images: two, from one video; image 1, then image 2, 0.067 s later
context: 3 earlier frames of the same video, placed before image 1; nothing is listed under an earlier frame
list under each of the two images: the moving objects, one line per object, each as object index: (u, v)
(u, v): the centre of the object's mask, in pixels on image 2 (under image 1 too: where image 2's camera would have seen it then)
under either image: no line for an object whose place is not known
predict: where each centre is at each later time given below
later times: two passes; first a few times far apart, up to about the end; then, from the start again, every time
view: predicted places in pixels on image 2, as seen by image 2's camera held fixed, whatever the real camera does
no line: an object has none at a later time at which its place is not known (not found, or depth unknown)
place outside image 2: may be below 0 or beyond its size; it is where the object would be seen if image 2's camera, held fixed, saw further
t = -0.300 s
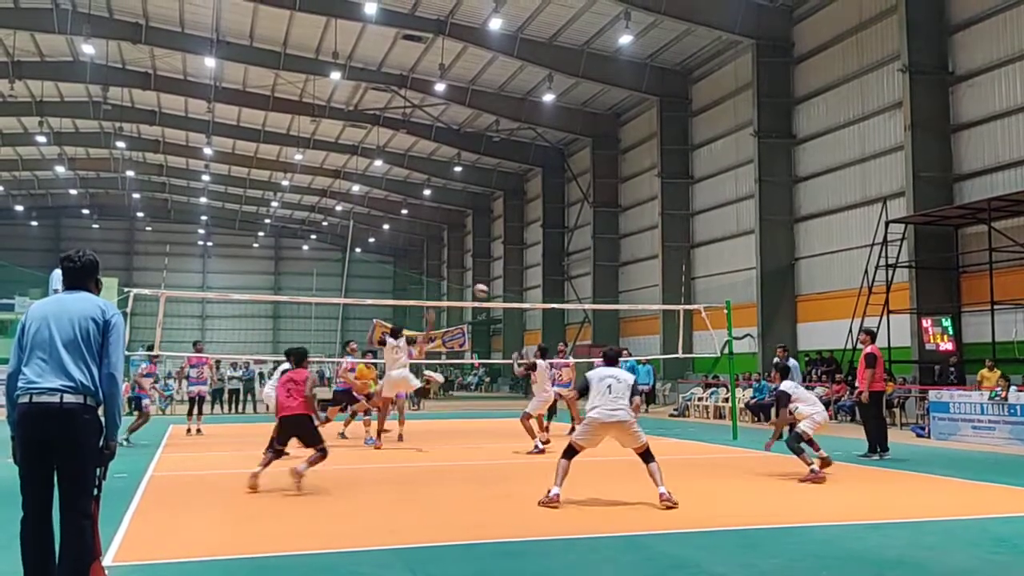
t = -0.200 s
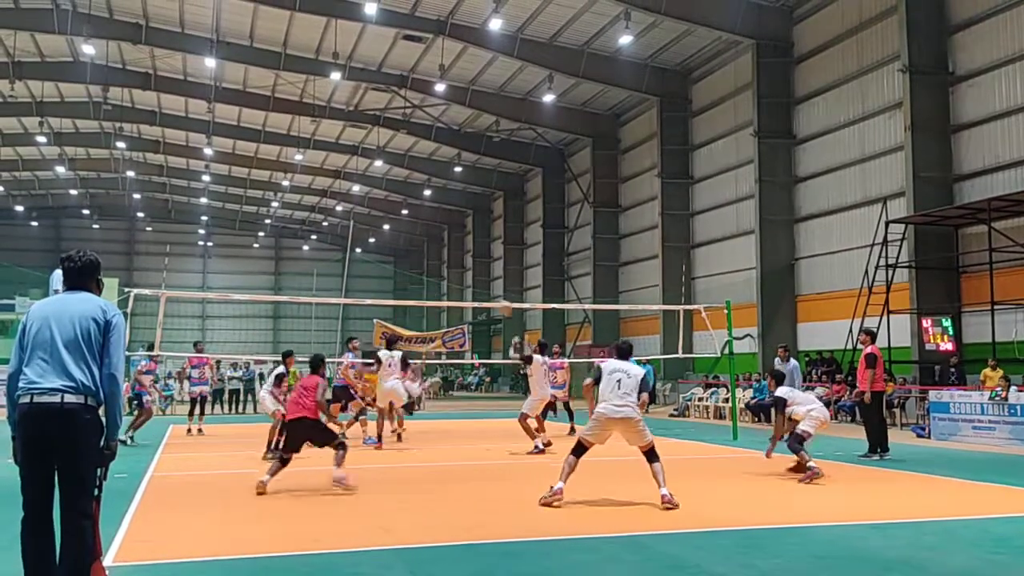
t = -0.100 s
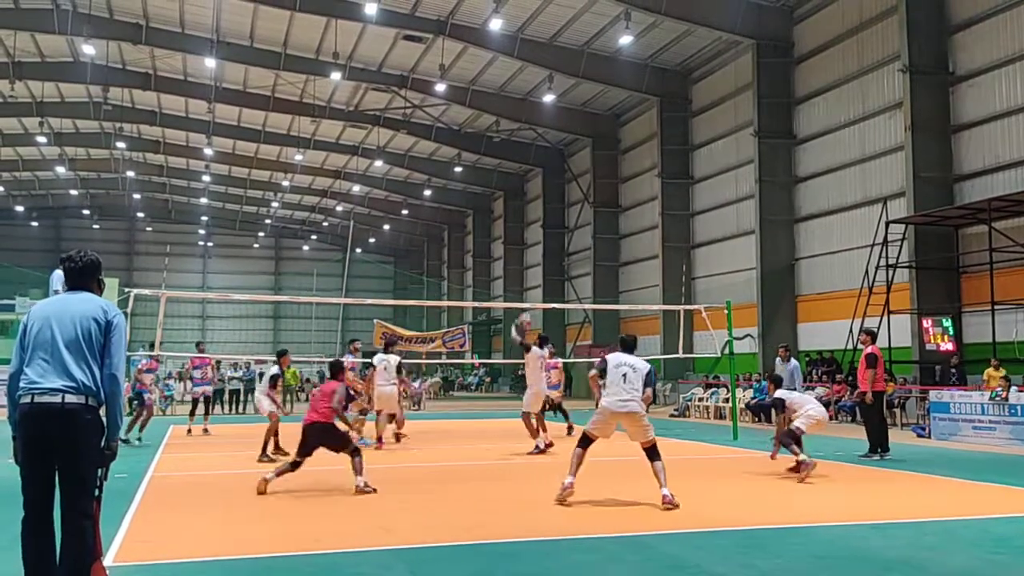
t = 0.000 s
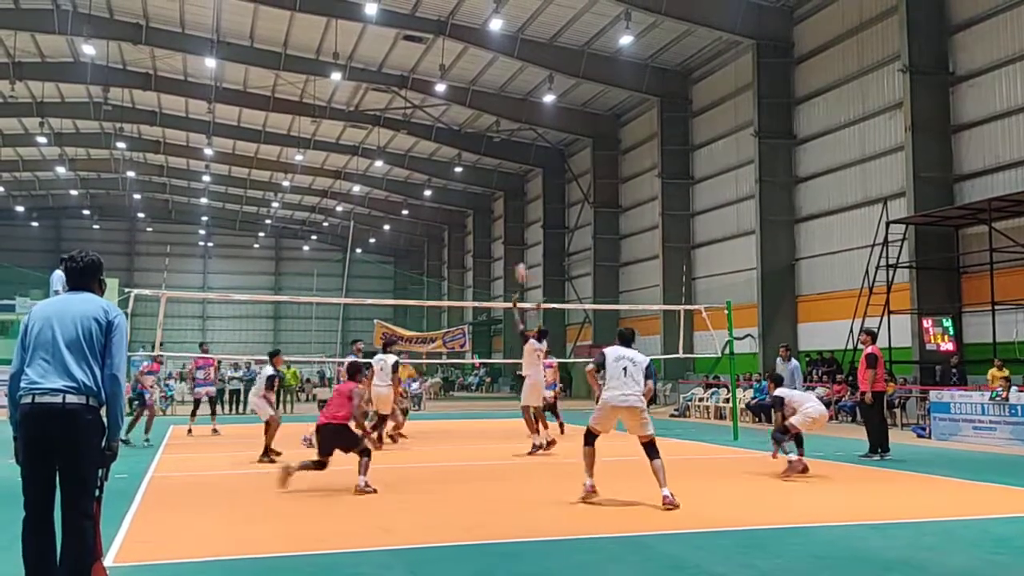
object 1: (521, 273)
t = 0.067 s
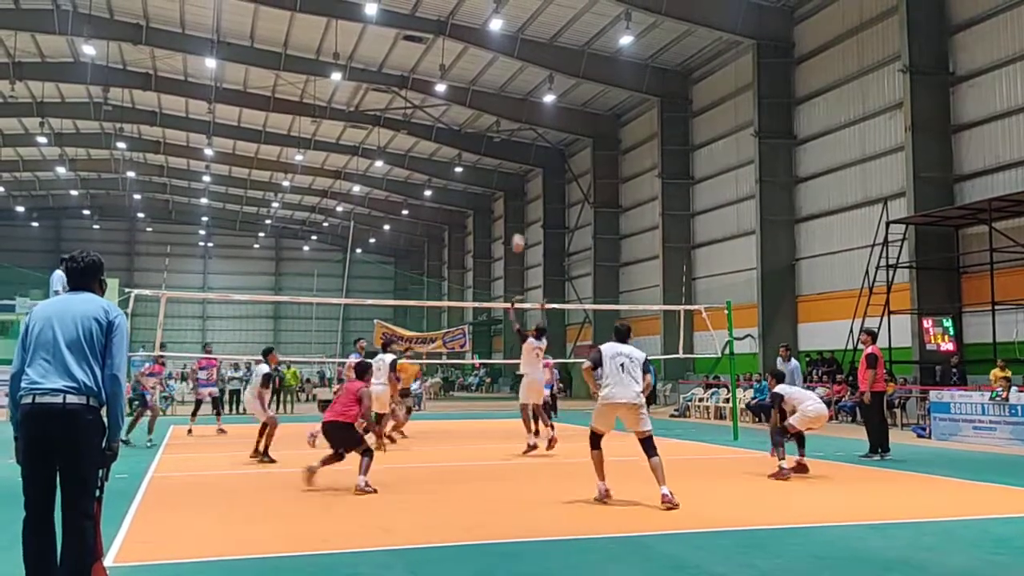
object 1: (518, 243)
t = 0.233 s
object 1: (507, 181)
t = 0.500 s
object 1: (494, 120)
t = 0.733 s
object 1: (482, 103)
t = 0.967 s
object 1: (472, 116)
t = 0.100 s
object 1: (515, 228)
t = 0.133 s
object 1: (514, 216)
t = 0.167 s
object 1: (511, 203)
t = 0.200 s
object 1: (510, 191)
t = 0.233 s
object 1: (507, 181)
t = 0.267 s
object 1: (505, 171)
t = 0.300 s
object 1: (504, 162)
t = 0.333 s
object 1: (503, 152)
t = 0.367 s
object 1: (500, 144)
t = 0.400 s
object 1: (498, 138)
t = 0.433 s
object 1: (497, 132)
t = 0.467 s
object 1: (495, 126)
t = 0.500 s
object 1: (494, 120)
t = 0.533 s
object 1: (493, 116)
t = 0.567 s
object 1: (491, 111)
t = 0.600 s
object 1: (489, 108)
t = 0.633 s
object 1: (488, 106)
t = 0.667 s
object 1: (486, 105)
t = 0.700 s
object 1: (484, 103)
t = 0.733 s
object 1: (482, 103)
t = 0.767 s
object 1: (481, 103)
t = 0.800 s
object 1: (479, 103)
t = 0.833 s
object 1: (478, 105)
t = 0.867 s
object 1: (477, 107)
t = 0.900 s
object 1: (475, 109)
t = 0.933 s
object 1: (473, 112)
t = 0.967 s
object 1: (472, 116)
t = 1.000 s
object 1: (468, 120)
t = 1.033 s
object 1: (468, 126)
